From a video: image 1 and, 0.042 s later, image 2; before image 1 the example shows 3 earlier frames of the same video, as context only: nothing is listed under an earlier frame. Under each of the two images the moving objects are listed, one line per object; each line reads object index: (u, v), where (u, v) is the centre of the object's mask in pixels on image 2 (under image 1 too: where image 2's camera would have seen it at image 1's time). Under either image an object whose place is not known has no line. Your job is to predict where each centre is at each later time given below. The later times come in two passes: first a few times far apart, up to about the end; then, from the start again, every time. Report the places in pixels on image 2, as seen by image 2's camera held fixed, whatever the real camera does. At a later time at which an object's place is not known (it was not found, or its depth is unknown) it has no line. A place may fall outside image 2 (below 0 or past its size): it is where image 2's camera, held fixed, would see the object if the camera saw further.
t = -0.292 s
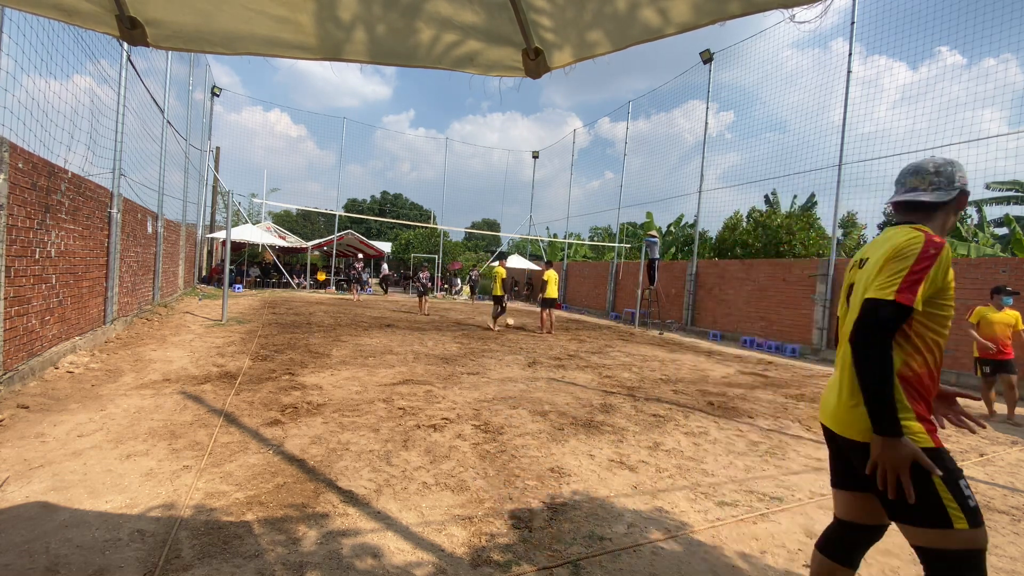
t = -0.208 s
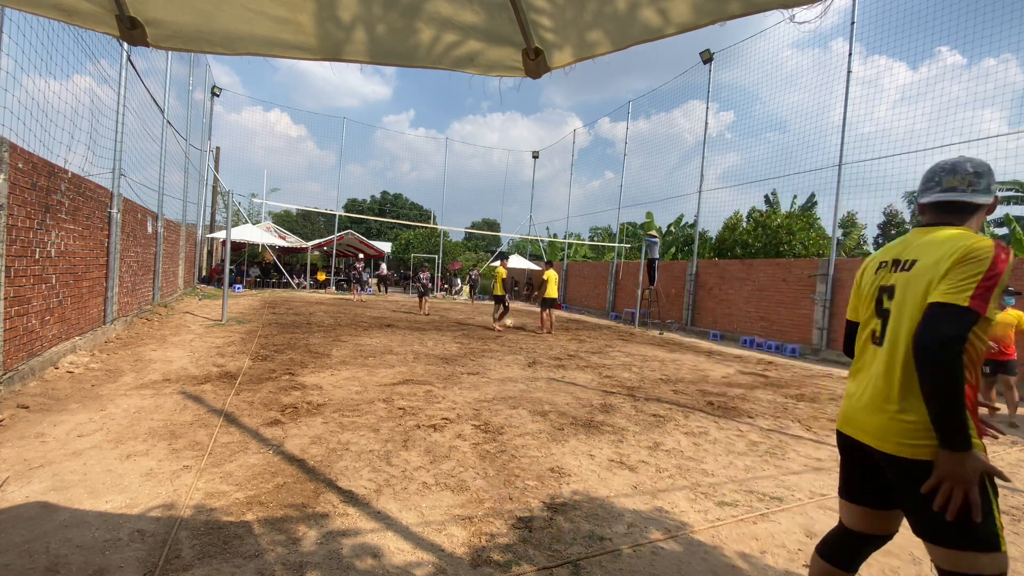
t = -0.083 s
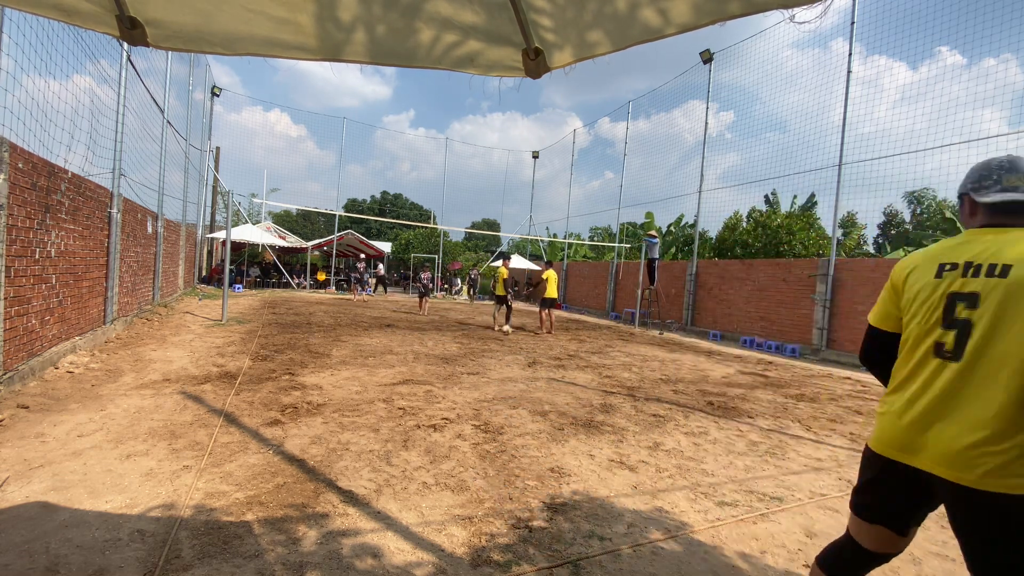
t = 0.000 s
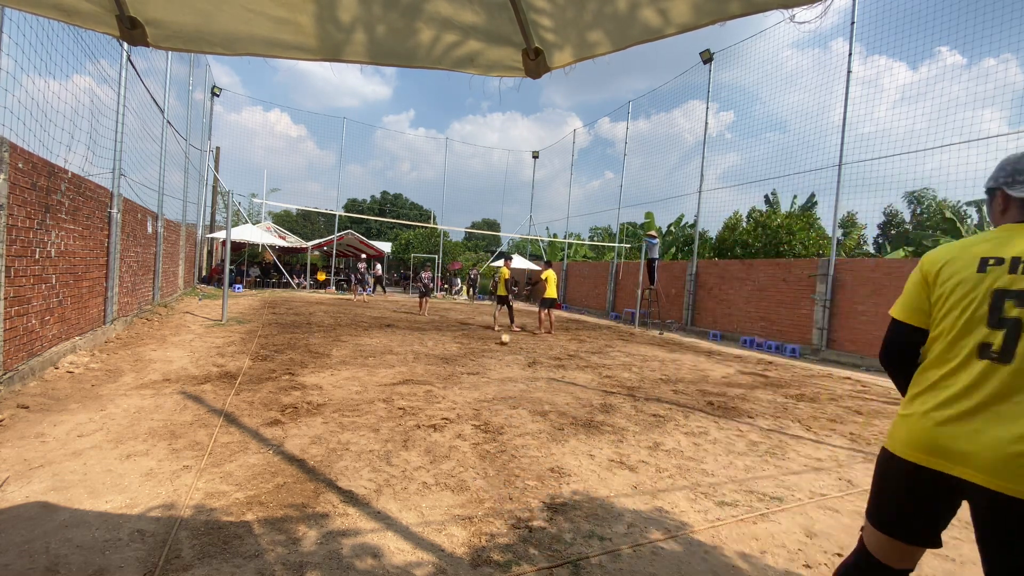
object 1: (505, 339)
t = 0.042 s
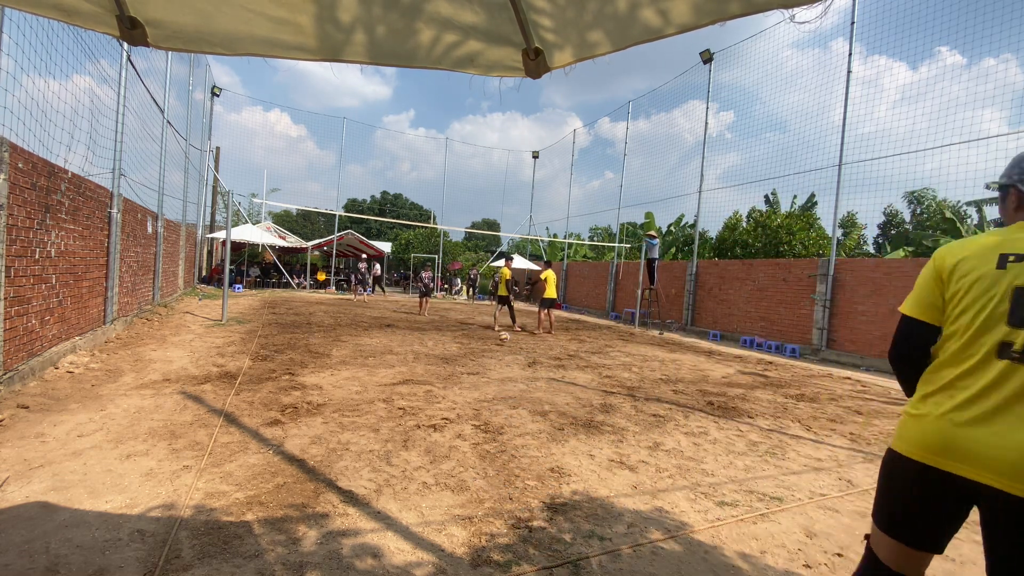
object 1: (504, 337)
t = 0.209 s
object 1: (501, 336)
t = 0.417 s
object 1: (497, 350)
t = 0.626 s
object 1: (491, 360)
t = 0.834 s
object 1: (482, 373)
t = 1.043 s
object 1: (472, 387)
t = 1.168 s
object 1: (465, 395)
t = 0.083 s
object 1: (504, 335)
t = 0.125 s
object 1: (503, 334)
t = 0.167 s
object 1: (502, 335)
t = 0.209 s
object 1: (501, 336)
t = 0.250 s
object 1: (501, 339)
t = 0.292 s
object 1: (500, 342)
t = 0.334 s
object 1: (498, 347)
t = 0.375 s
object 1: (497, 349)
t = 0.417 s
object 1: (497, 350)
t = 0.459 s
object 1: (496, 352)
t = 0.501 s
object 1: (495, 356)
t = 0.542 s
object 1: (494, 356)
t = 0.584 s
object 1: (492, 358)
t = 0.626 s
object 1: (491, 360)
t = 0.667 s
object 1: (489, 363)
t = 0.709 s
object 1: (487, 365)
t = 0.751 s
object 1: (485, 368)
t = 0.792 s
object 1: (484, 370)
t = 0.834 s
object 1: (482, 373)
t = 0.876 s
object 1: (480, 375)
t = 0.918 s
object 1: (478, 377)
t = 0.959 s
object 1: (477, 379)
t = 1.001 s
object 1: (474, 384)
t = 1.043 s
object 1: (472, 387)
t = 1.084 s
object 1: (469, 391)
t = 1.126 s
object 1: (468, 393)
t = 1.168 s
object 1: (465, 395)
